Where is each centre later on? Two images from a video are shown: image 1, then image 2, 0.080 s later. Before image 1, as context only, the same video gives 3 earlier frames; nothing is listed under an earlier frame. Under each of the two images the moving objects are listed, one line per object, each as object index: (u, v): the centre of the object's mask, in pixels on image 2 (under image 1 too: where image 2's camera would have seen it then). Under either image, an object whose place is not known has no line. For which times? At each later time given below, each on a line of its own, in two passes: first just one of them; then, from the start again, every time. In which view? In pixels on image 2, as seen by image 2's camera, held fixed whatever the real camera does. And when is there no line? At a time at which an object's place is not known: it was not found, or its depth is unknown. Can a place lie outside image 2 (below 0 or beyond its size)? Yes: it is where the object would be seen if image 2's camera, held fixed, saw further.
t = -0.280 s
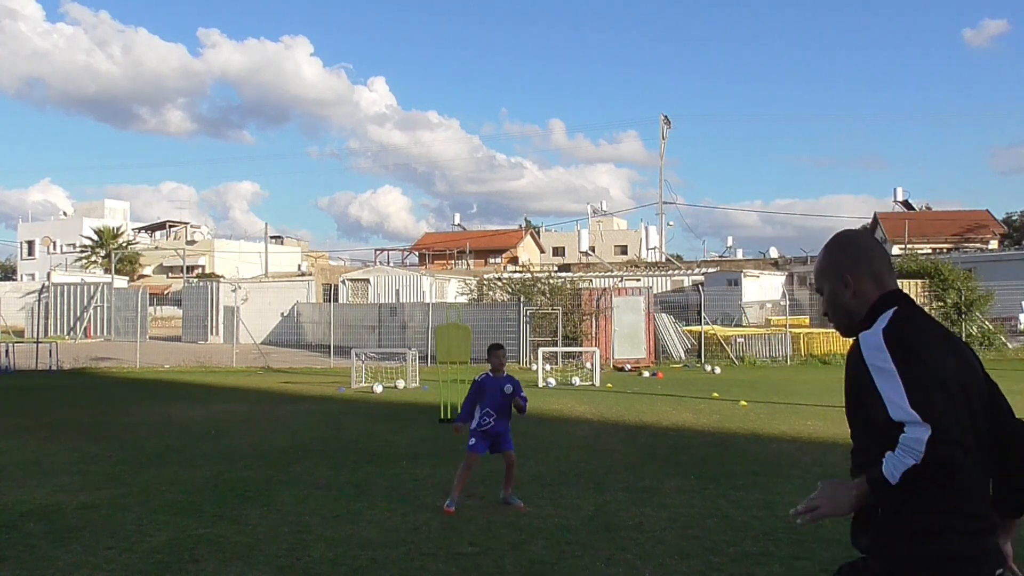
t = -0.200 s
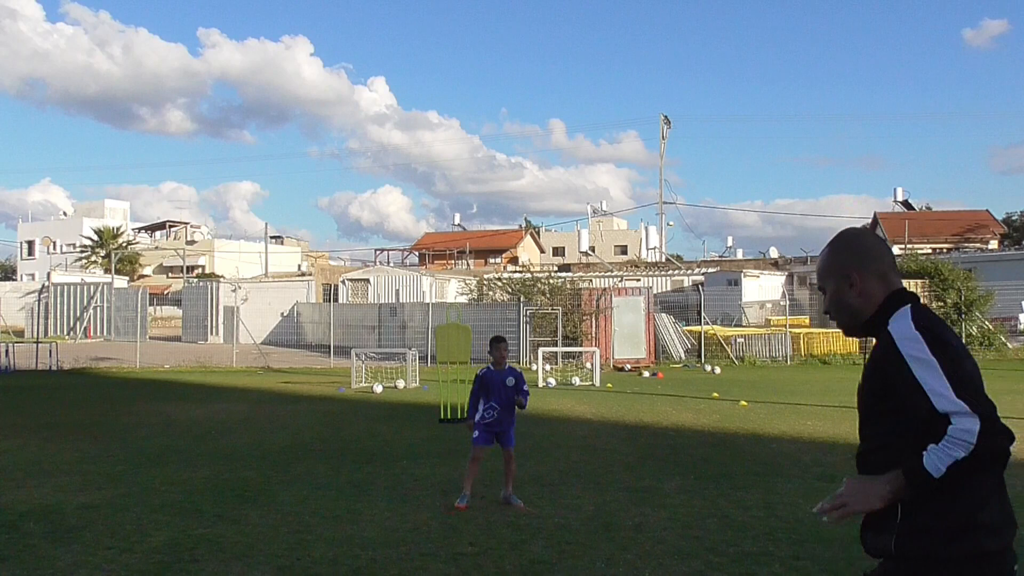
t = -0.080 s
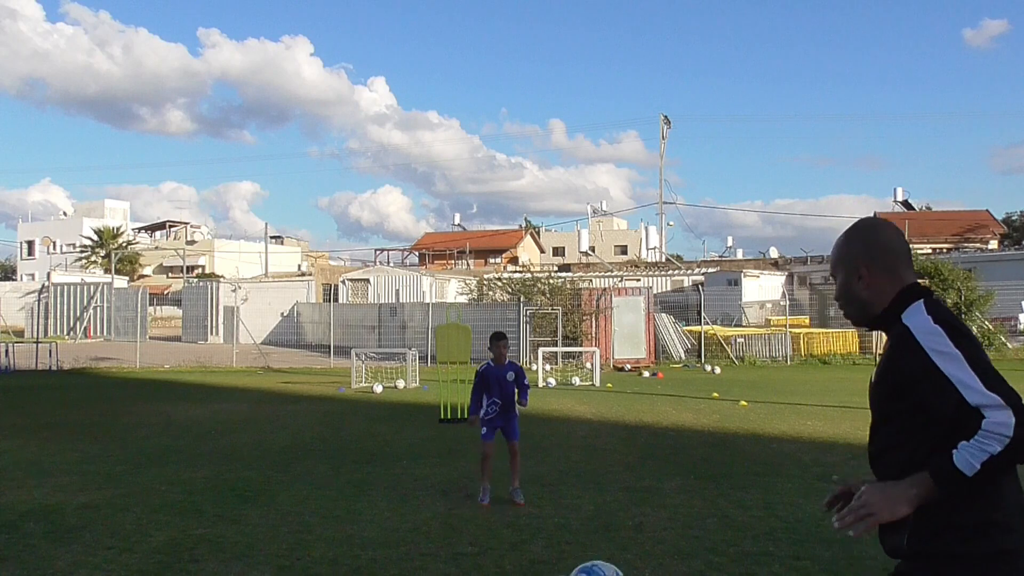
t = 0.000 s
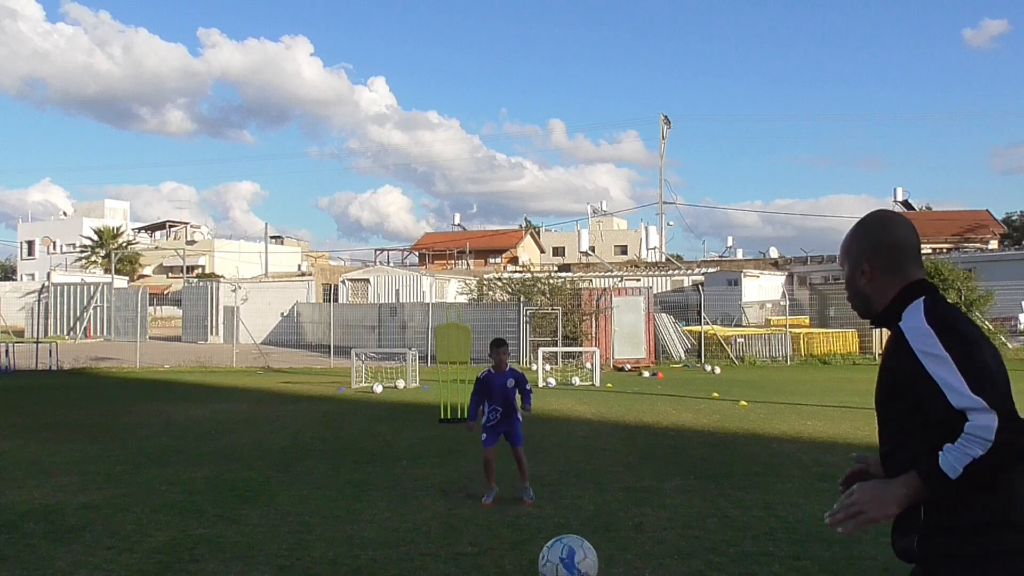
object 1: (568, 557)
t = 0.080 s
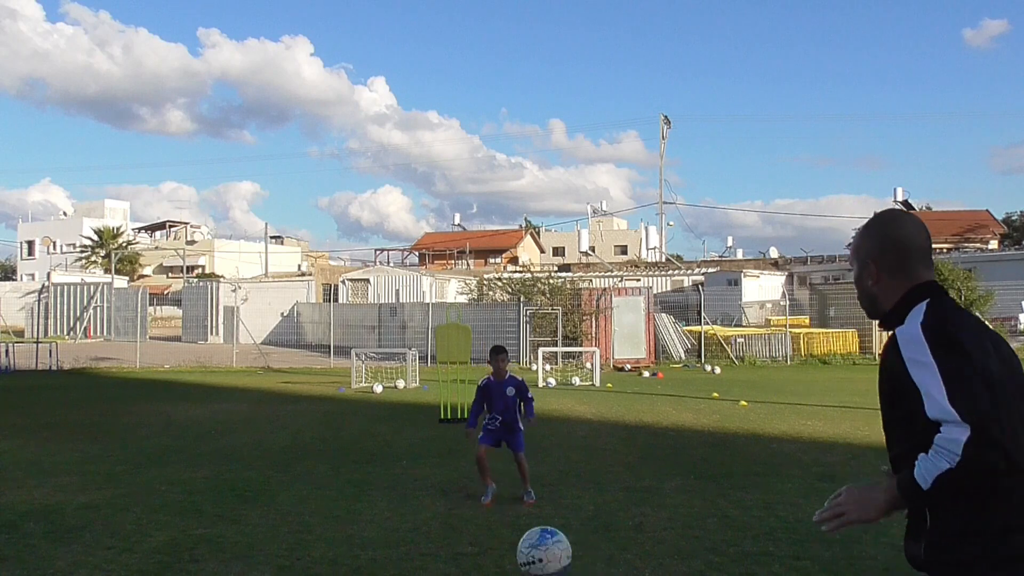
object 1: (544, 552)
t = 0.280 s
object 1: (498, 567)
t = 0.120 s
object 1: (533, 553)
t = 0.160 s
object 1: (523, 556)
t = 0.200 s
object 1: (514, 560)
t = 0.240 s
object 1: (507, 566)
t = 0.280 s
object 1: (498, 567)
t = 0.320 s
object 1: (490, 557)
